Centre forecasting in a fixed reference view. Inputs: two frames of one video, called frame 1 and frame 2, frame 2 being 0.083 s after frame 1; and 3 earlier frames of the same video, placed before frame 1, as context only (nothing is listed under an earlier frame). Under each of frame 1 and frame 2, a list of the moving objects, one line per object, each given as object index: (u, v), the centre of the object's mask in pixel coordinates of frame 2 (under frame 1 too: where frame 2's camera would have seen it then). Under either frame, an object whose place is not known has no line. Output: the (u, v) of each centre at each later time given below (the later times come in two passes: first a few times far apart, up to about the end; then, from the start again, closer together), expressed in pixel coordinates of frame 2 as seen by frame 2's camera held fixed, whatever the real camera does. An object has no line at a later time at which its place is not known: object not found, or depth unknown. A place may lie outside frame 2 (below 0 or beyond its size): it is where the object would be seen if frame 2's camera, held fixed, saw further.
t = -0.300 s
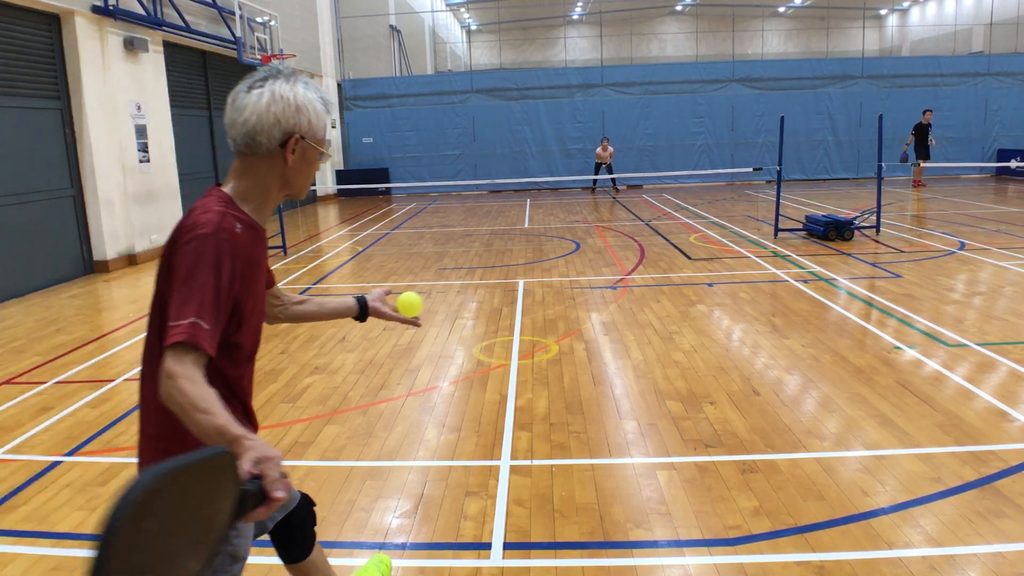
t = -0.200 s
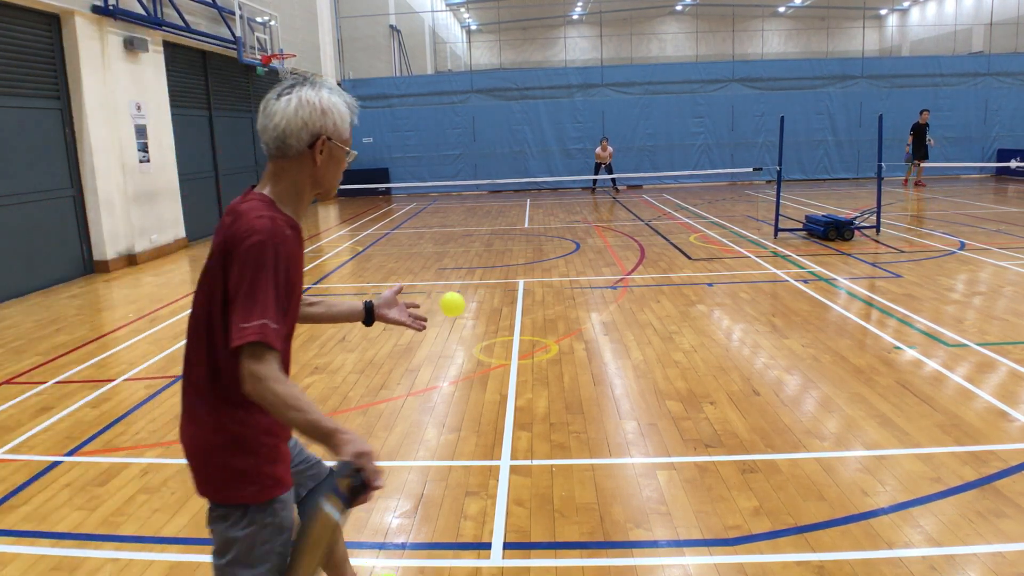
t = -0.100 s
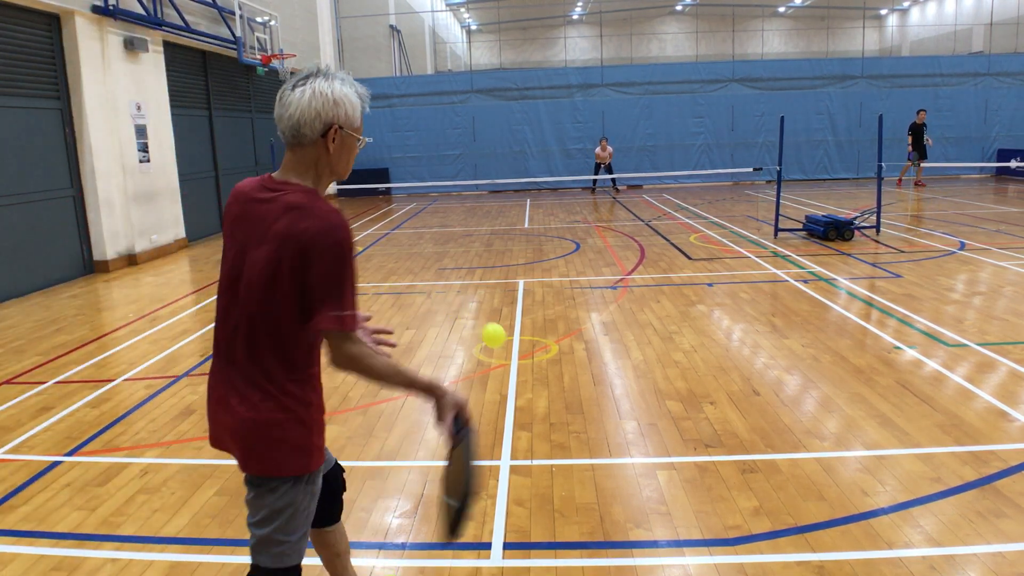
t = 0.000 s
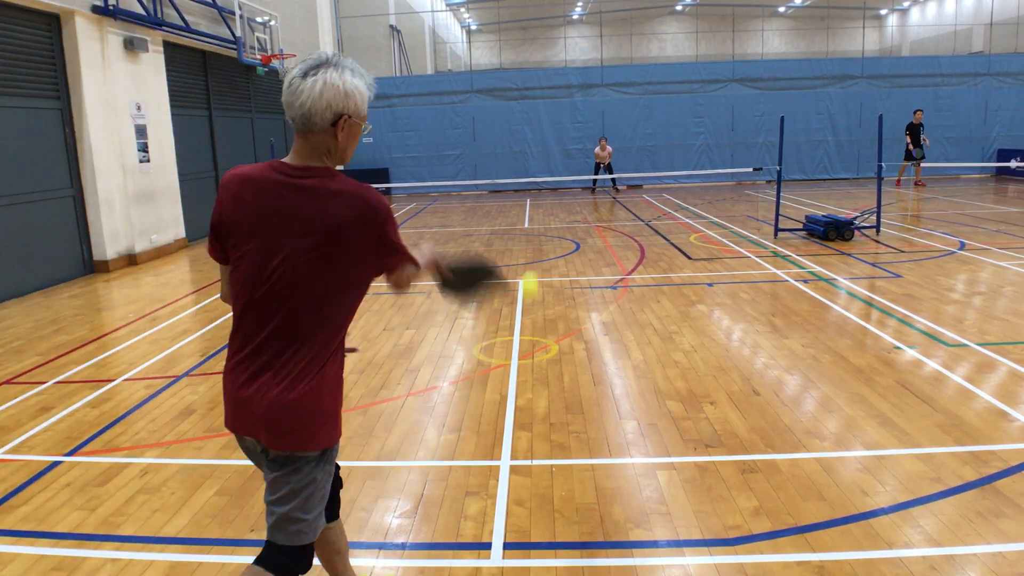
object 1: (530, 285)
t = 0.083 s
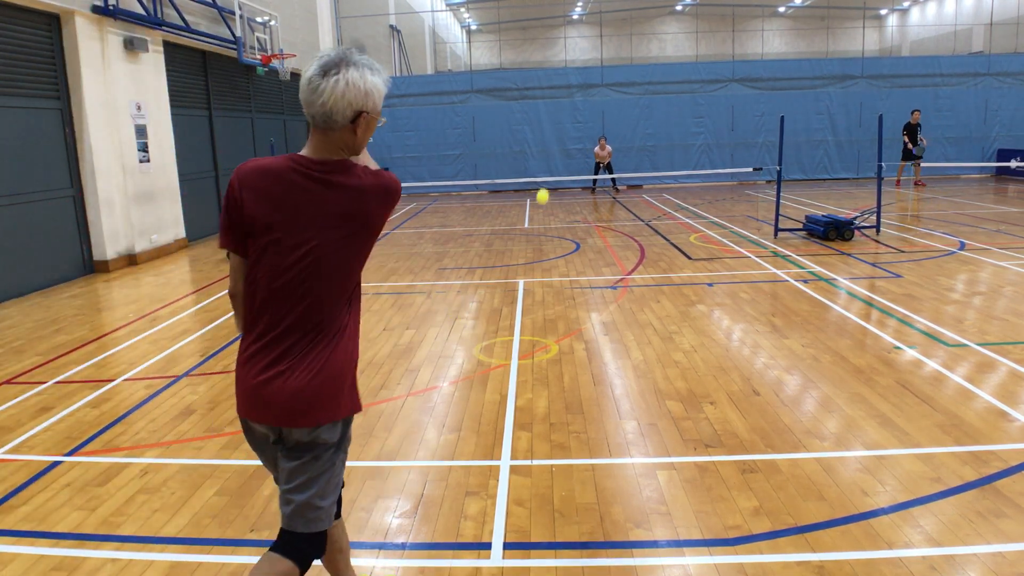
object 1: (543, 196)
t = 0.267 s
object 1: (556, 148)
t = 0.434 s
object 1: (563, 151)
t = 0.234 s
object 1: (554, 150)
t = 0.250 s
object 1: (555, 149)
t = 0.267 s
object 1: (556, 148)
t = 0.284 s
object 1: (557, 147)
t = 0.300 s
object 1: (558, 146)
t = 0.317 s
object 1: (559, 146)
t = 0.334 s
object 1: (559, 146)
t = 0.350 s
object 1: (560, 146)
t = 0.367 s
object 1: (561, 147)
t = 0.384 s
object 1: (562, 148)
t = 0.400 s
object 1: (562, 149)
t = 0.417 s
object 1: (563, 150)
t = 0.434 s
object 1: (563, 151)
